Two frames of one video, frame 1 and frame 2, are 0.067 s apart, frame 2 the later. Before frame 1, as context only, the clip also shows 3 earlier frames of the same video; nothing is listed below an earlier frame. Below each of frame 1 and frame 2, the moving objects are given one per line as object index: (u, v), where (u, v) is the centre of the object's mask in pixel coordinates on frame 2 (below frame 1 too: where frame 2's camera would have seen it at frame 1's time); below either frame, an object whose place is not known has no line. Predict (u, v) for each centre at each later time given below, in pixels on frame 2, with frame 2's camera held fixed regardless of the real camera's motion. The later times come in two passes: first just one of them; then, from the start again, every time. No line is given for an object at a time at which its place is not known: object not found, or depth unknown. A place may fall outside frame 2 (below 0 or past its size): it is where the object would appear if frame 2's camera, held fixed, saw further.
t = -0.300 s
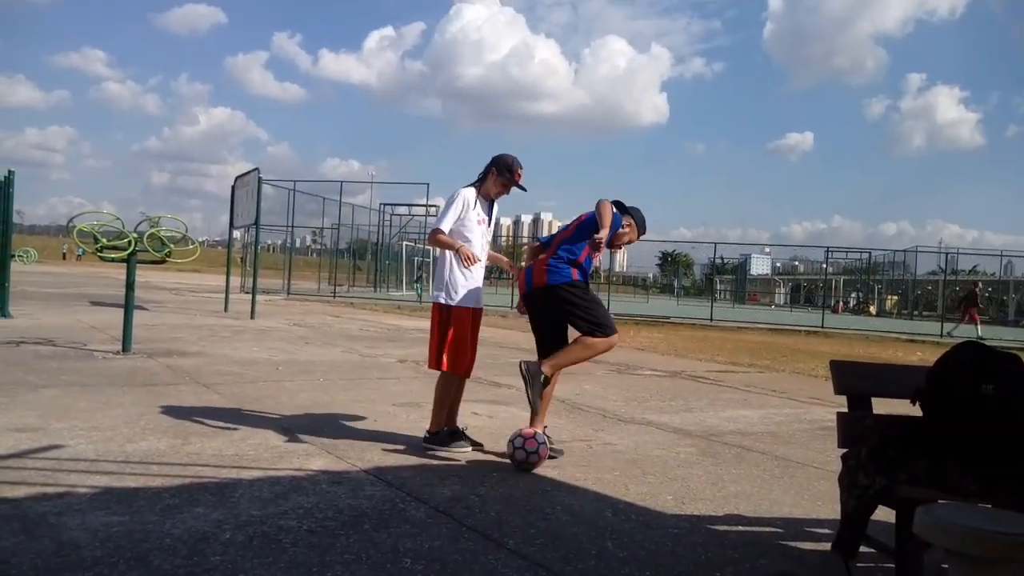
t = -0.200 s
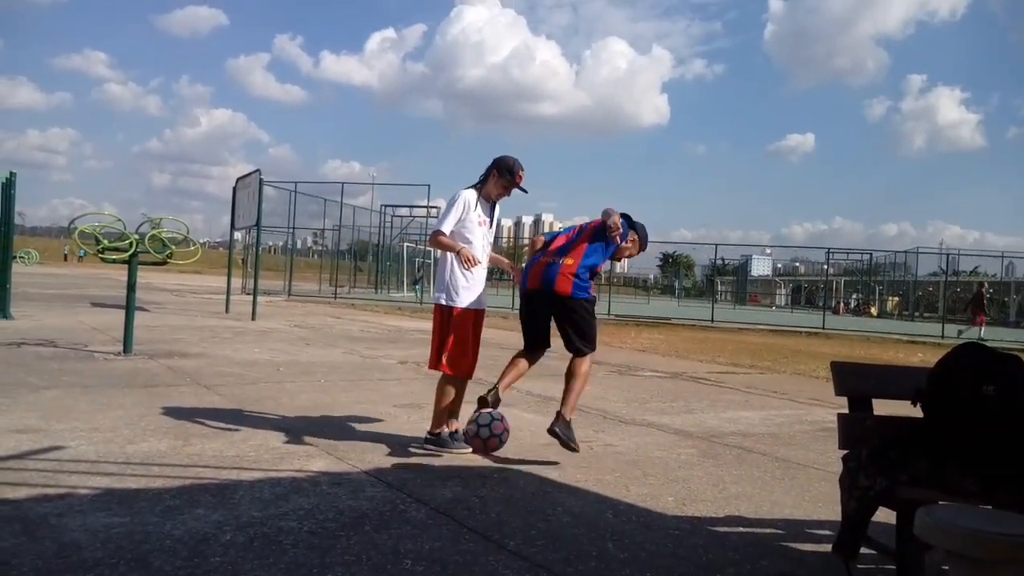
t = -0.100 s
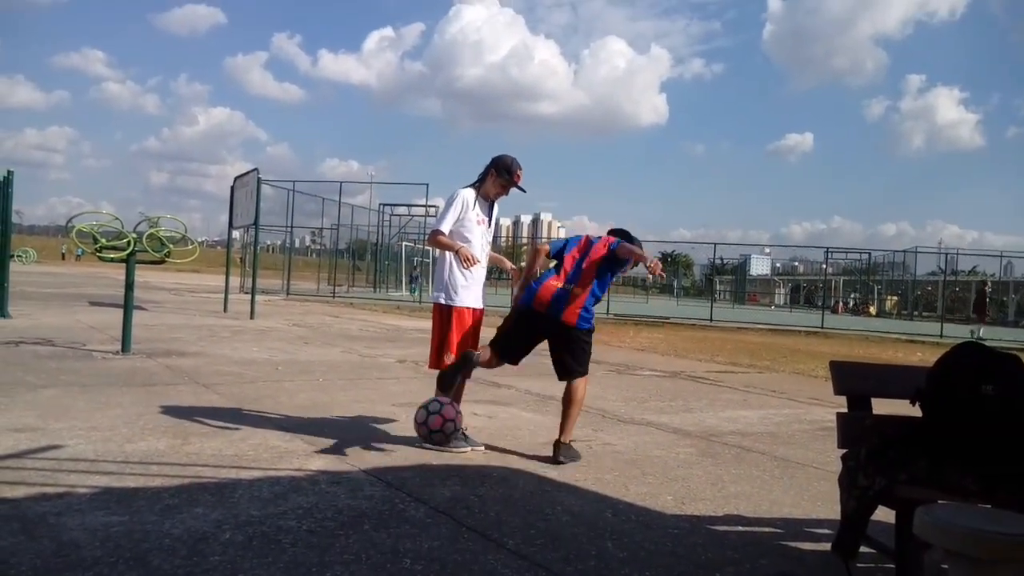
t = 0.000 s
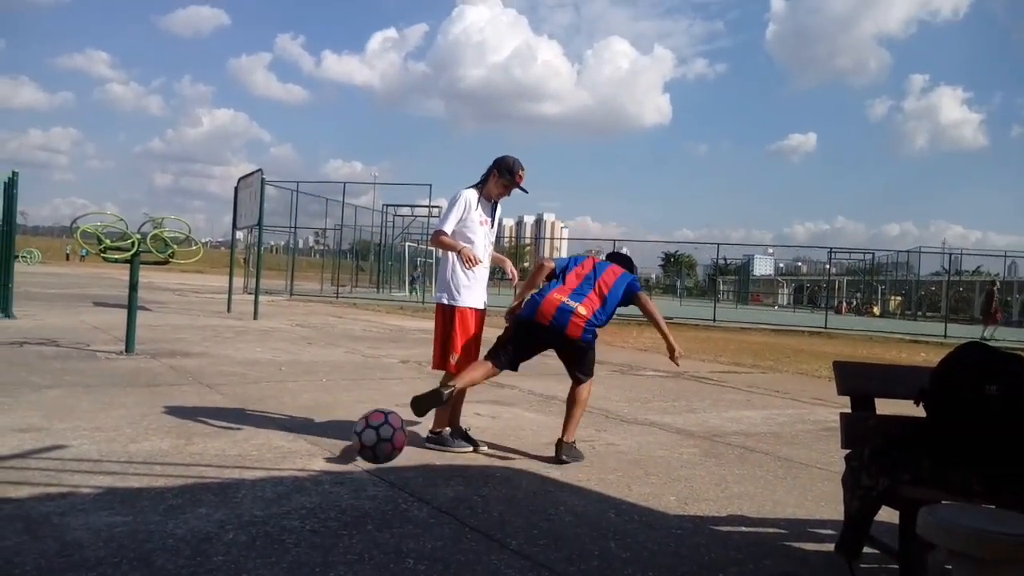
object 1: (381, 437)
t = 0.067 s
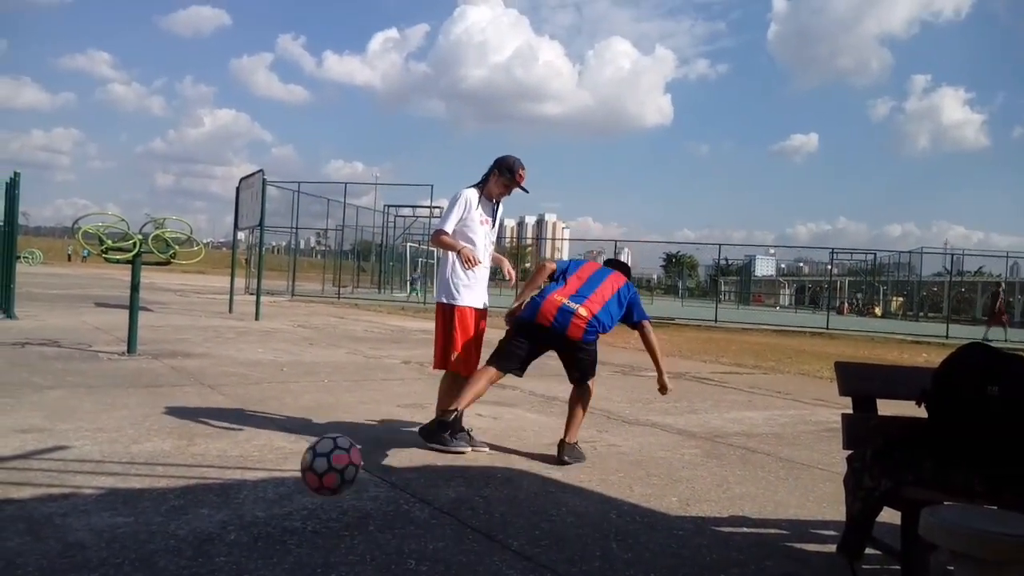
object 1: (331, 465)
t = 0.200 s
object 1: (207, 530)
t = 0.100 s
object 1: (301, 485)
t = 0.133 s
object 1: (270, 510)
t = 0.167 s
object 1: (236, 537)
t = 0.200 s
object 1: (207, 530)
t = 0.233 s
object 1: (175, 527)
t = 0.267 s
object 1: (141, 528)
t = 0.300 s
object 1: (103, 531)
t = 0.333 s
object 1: (63, 539)
